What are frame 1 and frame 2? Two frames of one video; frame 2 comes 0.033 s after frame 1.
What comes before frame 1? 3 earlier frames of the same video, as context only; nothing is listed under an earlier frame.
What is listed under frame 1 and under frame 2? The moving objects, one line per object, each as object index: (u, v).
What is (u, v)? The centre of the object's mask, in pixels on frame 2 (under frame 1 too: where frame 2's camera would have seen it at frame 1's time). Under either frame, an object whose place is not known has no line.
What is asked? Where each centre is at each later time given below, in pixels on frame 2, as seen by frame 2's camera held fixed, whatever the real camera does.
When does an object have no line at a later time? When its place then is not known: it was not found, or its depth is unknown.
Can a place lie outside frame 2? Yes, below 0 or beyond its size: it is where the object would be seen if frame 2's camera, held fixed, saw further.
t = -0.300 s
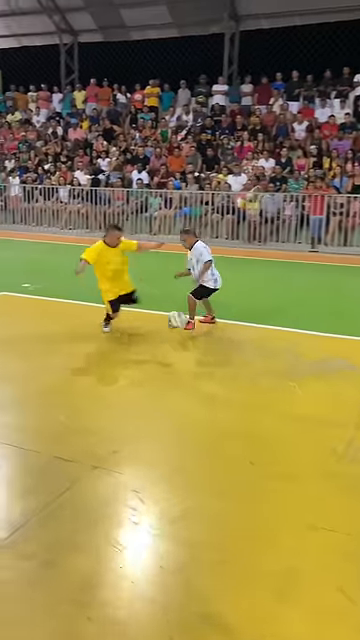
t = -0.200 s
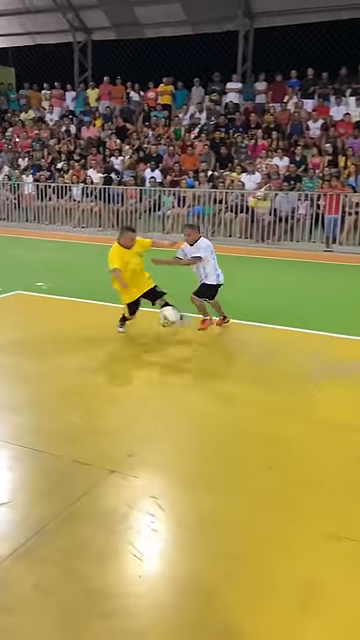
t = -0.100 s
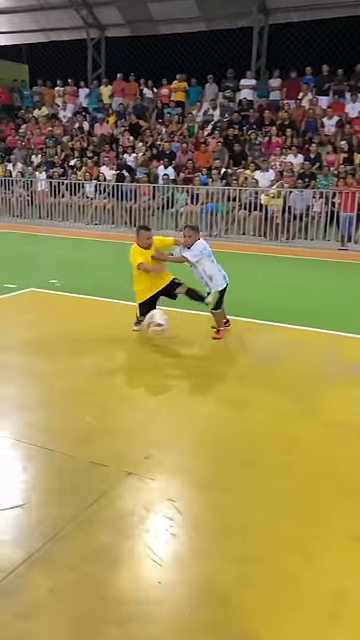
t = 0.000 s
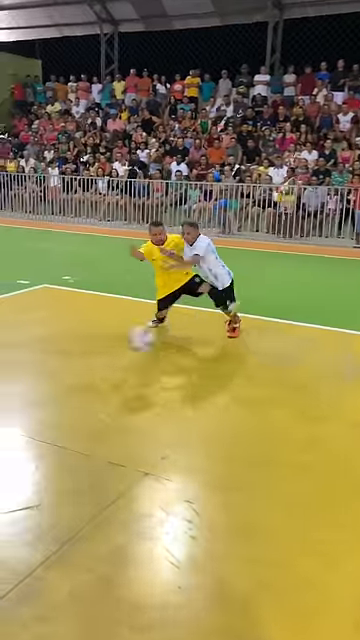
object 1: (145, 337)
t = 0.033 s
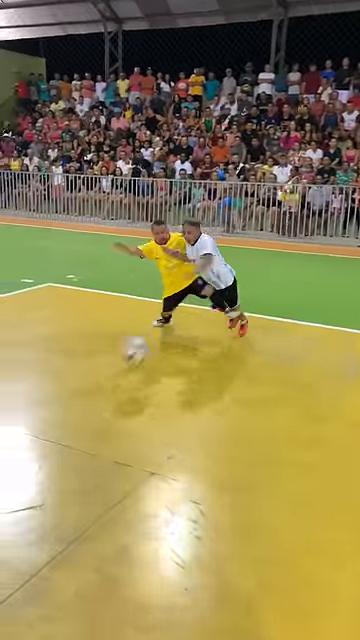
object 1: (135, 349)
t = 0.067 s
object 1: (123, 361)
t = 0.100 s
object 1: (108, 375)
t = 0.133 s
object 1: (96, 394)
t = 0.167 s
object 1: (84, 393)
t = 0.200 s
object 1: (71, 393)
